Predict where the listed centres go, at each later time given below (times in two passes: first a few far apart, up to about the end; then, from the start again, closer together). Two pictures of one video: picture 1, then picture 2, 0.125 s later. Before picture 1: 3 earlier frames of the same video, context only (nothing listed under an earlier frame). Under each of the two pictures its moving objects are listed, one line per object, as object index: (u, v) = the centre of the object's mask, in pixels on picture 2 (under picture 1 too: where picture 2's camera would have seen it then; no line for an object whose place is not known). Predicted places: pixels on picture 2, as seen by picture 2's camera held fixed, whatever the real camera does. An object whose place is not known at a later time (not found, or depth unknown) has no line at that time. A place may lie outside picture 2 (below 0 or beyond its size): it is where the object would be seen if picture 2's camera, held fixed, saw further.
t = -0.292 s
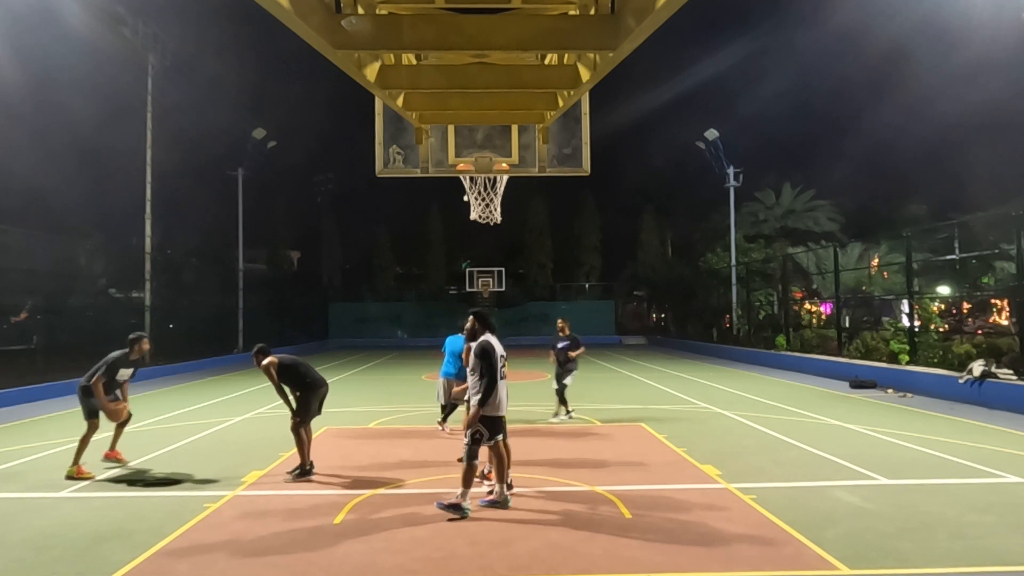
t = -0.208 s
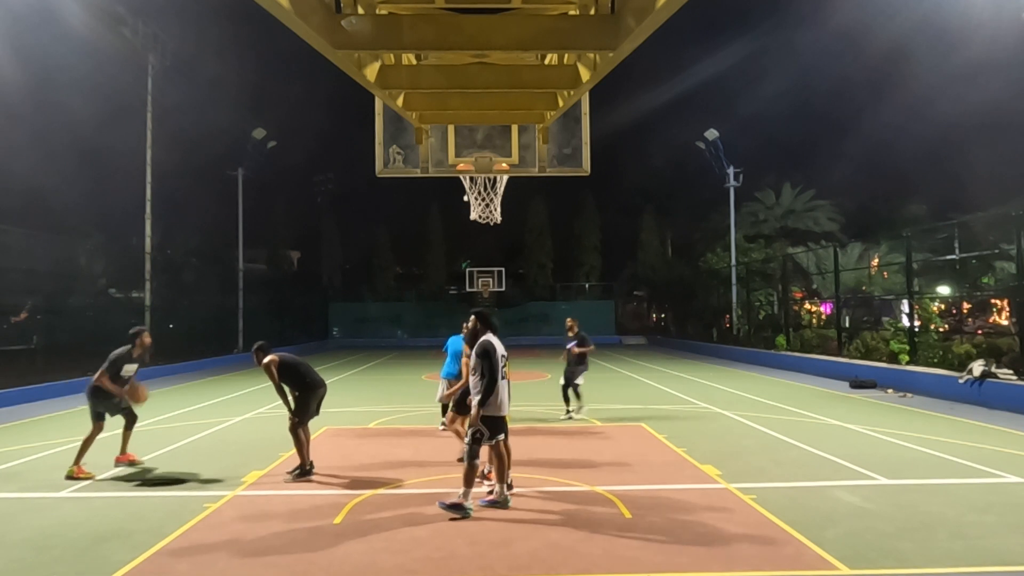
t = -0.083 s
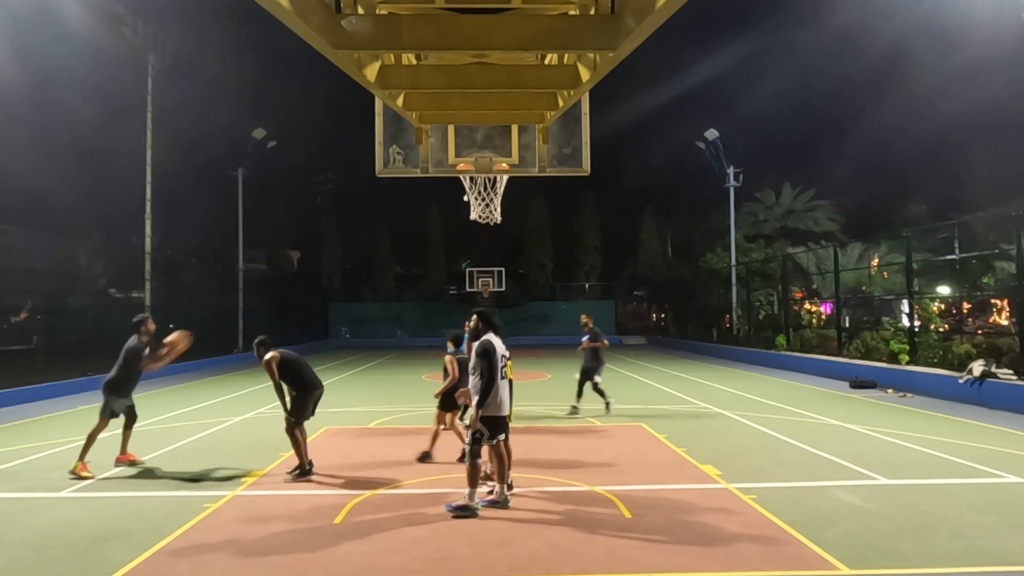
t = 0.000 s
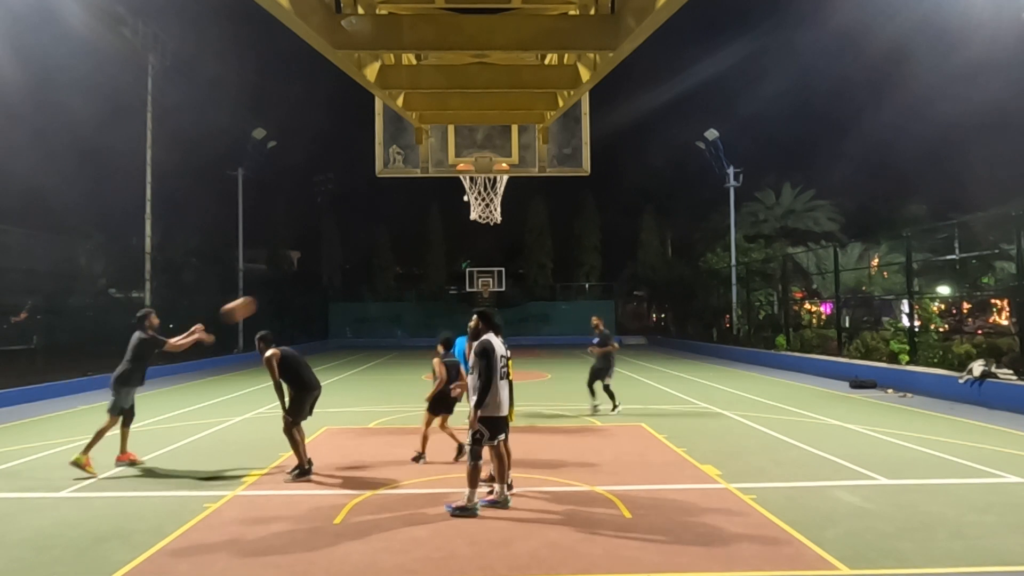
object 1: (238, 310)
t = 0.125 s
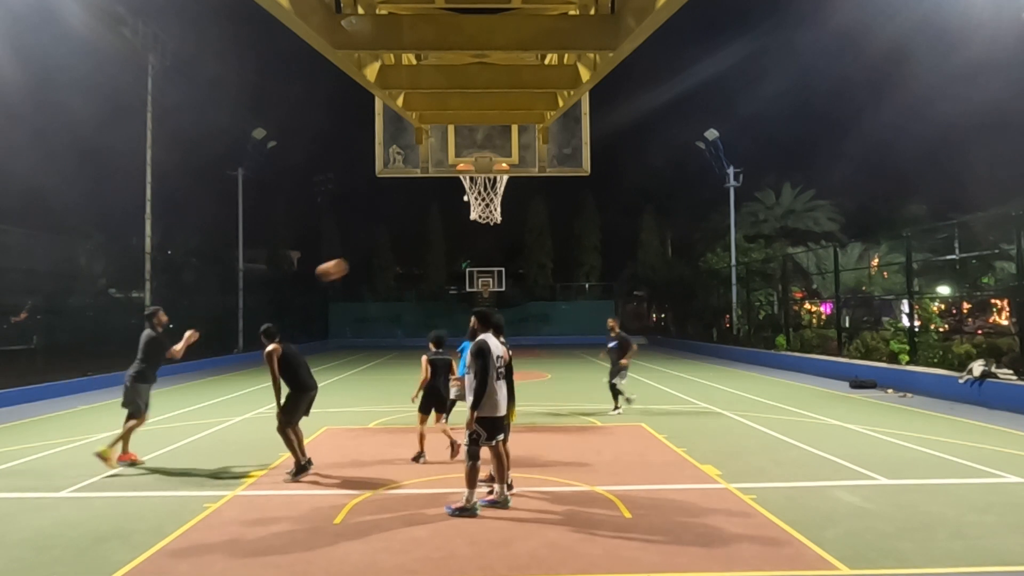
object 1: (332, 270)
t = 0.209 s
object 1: (387, 253)
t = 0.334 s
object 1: (462, 237)
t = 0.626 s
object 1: (604, 243)
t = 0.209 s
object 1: (387, 253)
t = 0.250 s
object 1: (413, 246)
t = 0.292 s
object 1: (438, 241)
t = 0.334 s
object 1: (462, 237)
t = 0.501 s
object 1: (548, 235)
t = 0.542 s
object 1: (567, 237)
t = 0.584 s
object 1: (586, 239)
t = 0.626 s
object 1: (604, 243)
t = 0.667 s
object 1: (622, 248)
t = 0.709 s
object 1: (639, 254)
